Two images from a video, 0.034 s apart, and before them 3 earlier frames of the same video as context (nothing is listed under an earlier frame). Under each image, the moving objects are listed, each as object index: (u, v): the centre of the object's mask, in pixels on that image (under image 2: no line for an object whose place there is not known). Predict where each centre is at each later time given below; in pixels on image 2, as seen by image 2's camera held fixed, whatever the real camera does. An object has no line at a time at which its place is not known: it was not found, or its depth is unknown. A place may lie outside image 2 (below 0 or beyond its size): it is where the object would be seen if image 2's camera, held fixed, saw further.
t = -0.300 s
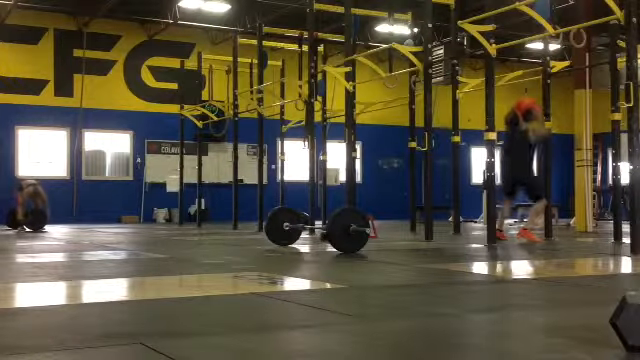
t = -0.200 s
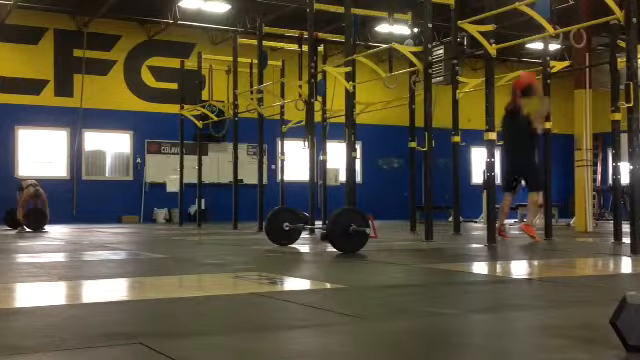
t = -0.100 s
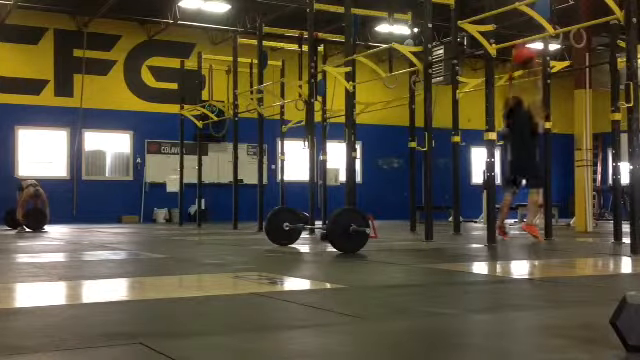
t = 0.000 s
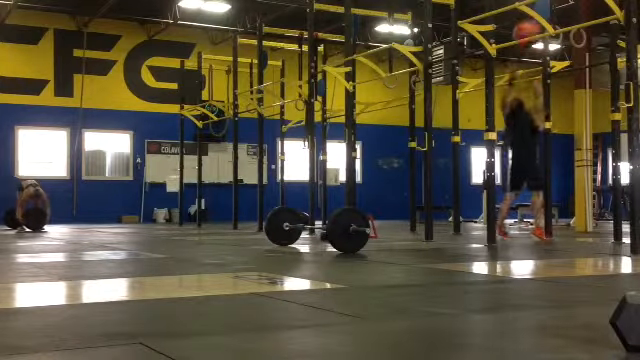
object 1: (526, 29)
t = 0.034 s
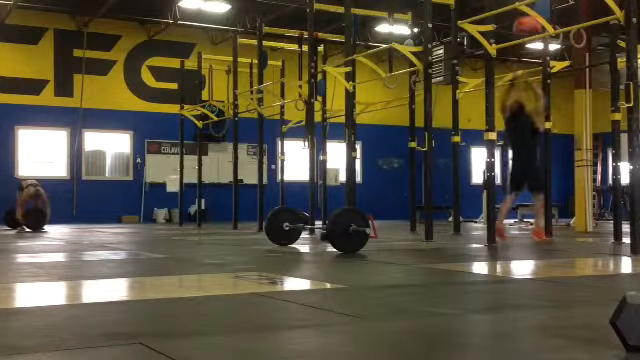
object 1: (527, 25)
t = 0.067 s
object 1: (523, 22)
